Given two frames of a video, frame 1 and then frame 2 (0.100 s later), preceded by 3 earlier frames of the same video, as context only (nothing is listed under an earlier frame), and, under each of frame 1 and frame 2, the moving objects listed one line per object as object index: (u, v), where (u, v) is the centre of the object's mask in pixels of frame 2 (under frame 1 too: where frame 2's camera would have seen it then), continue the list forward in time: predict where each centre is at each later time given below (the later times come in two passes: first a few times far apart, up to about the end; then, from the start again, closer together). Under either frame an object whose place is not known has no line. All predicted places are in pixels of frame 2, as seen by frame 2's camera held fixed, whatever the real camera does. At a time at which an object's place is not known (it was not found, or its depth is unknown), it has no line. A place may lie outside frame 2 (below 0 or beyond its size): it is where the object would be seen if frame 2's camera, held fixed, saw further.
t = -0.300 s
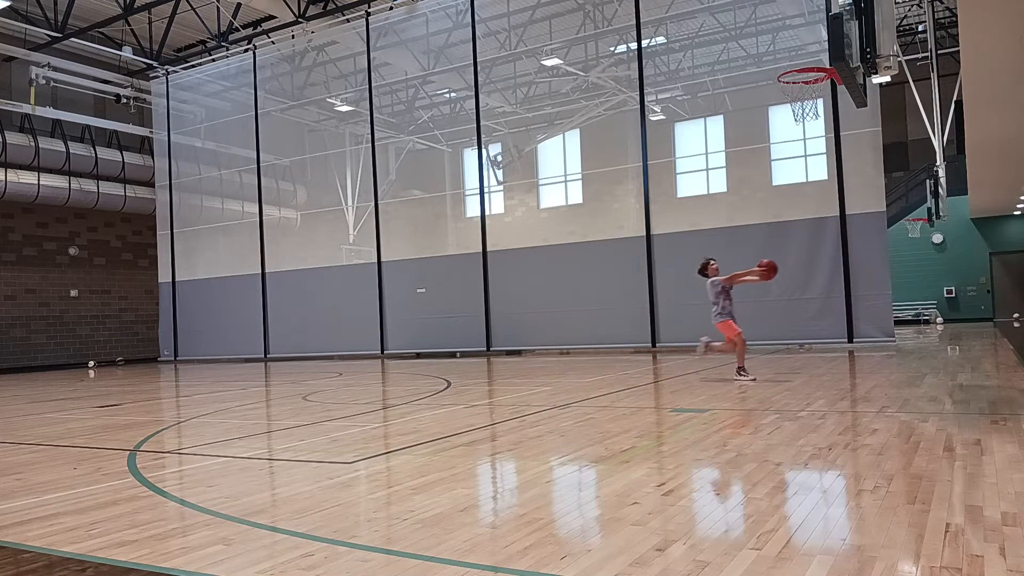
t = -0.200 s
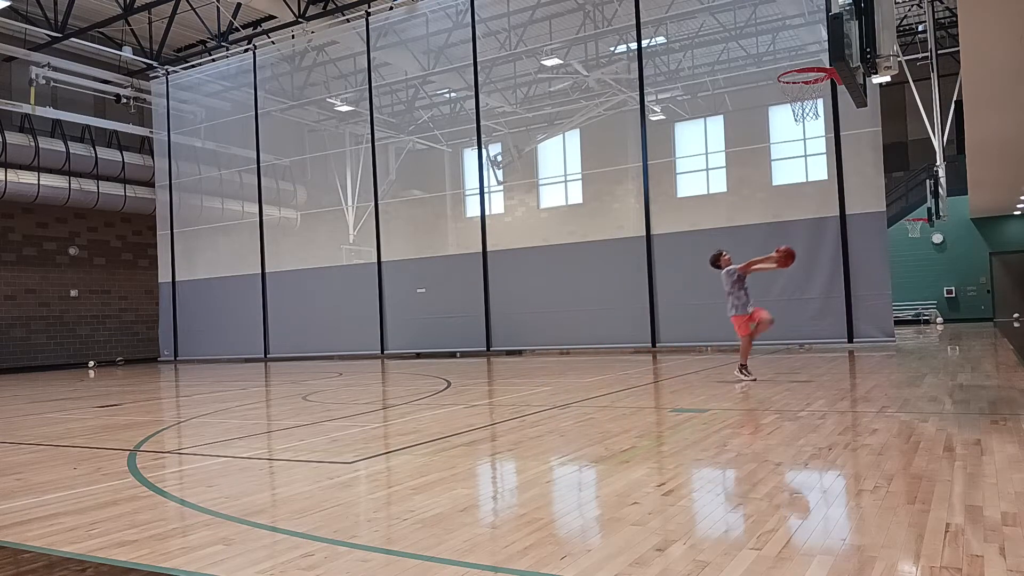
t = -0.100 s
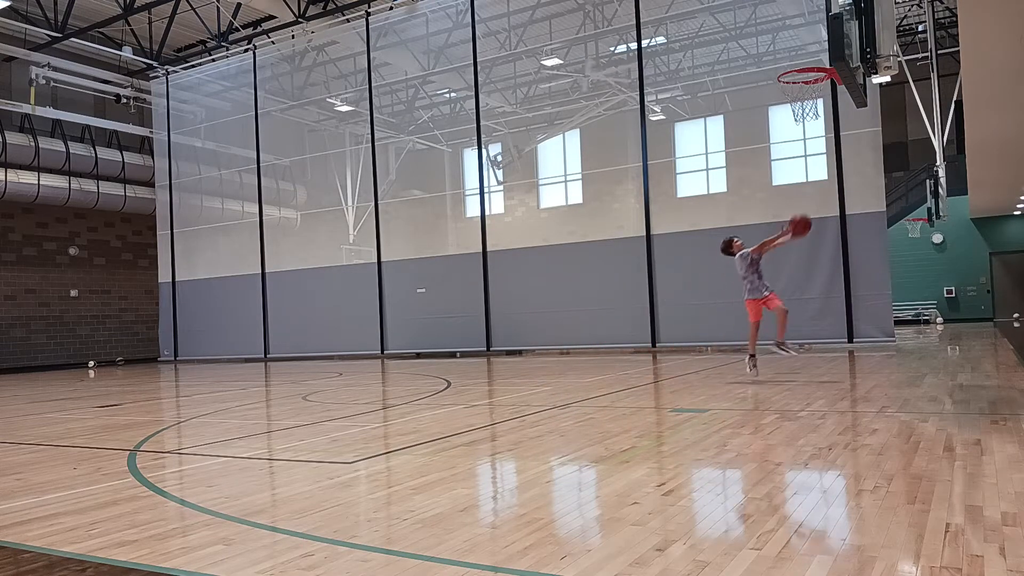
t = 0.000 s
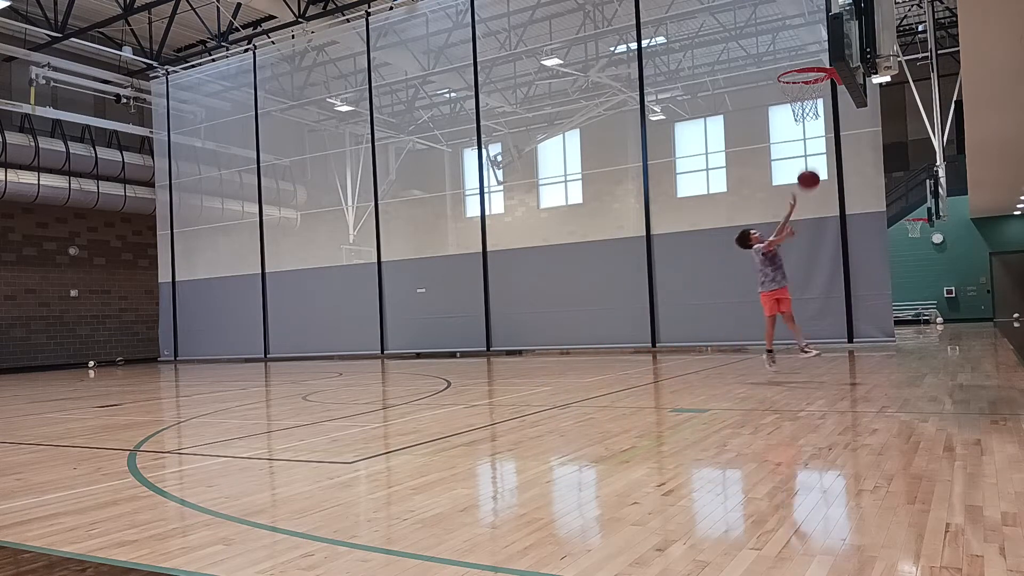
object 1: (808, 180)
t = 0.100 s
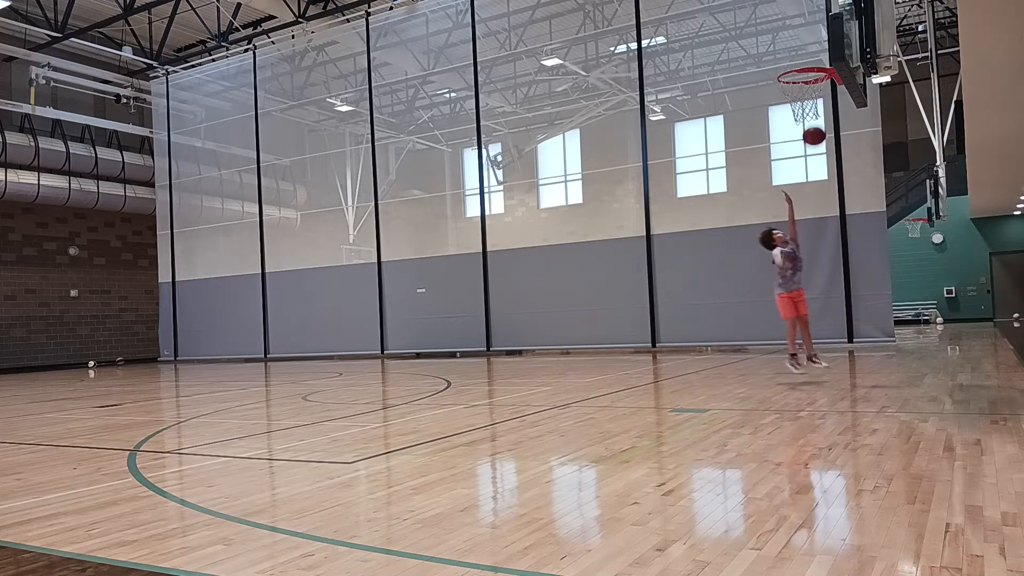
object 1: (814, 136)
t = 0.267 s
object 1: (828, 87)
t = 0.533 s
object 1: (822, 48)
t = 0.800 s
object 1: (801, 83)
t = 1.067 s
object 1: (788, 152)
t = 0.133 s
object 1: (816, 124)
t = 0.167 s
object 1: (819, 112)
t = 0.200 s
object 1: (821, 101)
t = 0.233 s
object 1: (824, 92)
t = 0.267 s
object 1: (828, 87)
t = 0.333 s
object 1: (826, 62)
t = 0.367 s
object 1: (826, 60)
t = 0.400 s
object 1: (828, 58)
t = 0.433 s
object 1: (827, 54)
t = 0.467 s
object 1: (826, 51)
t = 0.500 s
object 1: (824, 49)
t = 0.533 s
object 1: (822, 48)
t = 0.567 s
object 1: (821, 48)
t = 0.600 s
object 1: (818, 49)
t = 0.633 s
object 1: (816, 51)
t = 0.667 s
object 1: (813, 55)
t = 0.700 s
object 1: (810, 58)
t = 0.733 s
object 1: (807, 66)
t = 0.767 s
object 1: (804, 74)
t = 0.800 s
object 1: (801, 83)
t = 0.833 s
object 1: (798, 91)
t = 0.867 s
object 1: (796, 100)
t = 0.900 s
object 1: (794, 105)
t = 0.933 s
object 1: (793, 113)
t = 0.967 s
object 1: (791, 121)
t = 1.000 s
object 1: (790, 130)
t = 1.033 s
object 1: (789, 141)
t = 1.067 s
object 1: (788, 152)
